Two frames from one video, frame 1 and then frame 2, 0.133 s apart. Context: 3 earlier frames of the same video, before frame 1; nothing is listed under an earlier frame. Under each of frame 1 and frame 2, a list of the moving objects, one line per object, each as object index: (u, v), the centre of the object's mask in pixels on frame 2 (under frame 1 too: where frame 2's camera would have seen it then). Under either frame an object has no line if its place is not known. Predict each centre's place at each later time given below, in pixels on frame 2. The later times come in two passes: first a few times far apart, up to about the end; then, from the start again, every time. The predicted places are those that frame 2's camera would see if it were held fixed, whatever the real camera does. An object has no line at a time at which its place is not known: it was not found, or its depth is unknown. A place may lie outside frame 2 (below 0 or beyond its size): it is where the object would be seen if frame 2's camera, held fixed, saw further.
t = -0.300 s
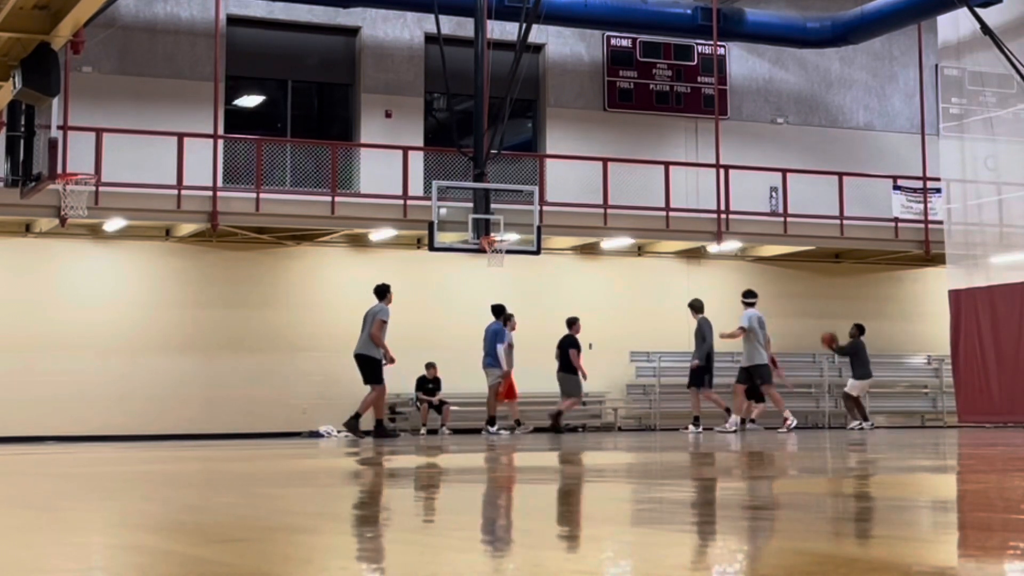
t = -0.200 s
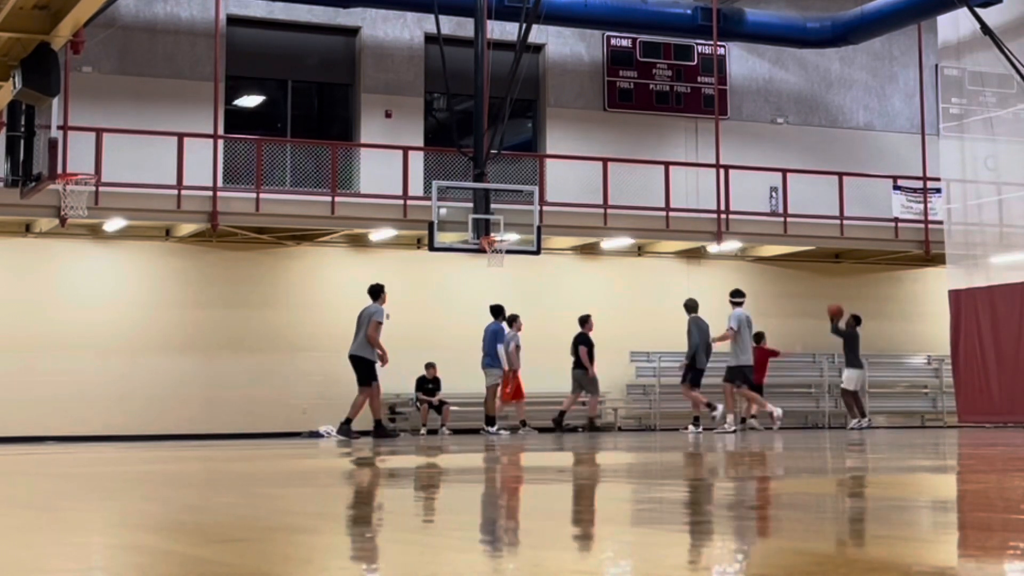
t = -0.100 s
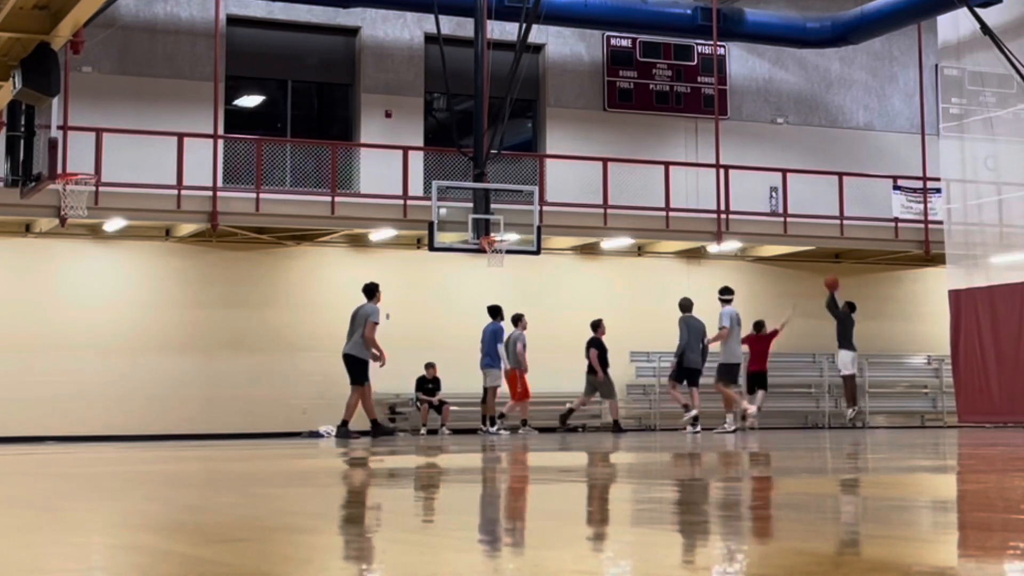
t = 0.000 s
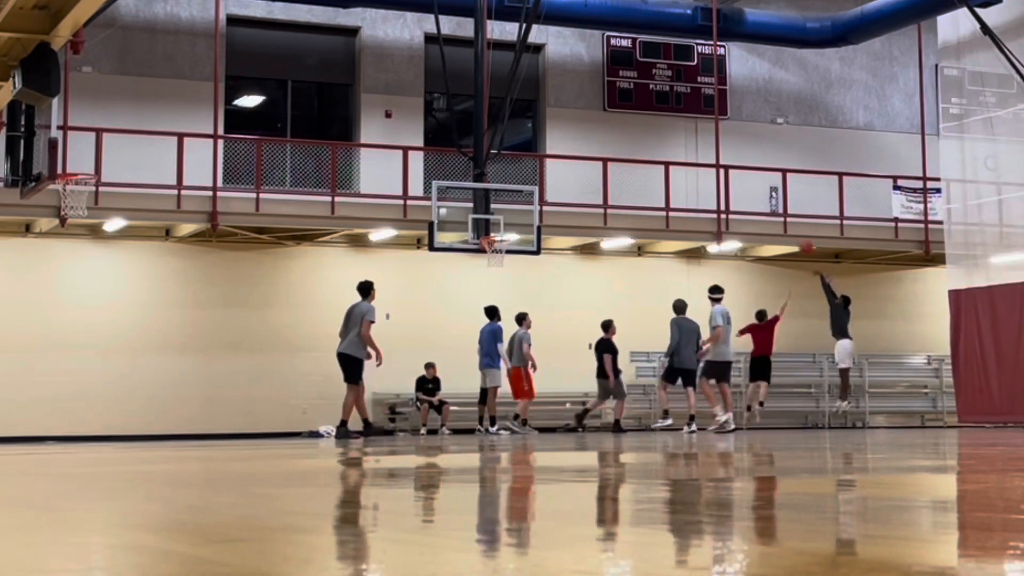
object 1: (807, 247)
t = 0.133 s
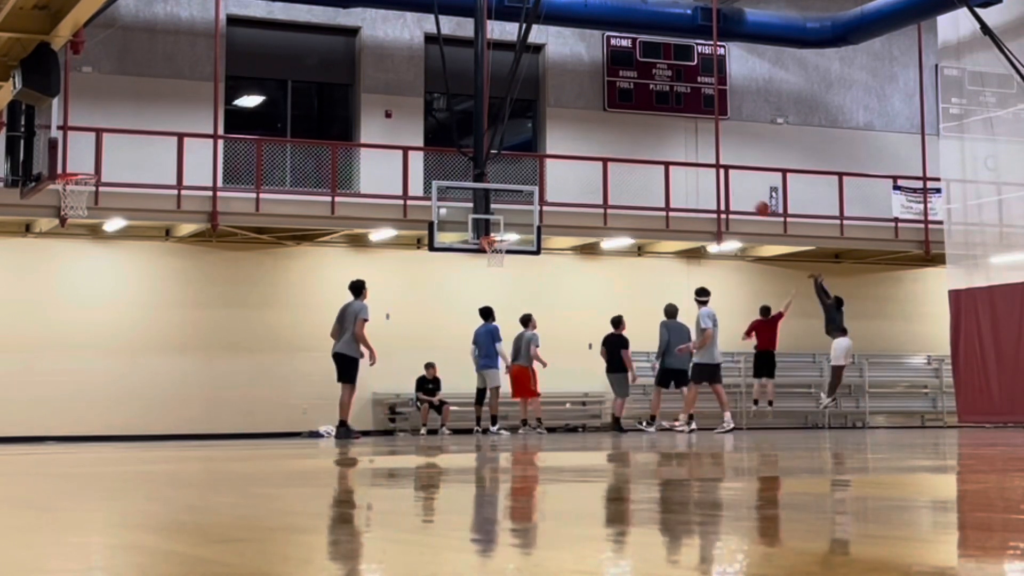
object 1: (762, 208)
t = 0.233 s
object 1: (731, 187)
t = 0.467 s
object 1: (657, 160)
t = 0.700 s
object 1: (586, 164)
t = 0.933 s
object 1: (518, 200)
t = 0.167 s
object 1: (752, 201)
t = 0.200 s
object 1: (741, 194)
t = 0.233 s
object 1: (731, 187)
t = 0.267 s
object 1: (719, 181)
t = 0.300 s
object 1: (708, 176)
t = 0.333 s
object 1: (698, 171)
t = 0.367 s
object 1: (688, 168)
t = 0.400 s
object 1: (678, 164)
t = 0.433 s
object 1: (668, 161)
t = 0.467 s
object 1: (657, 160)
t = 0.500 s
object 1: (648, 158)
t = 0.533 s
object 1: (637, 157)
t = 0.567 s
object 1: (627, 158)
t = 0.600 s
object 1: (616, 158)
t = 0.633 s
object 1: (607, 160)
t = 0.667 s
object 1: (597, 162)
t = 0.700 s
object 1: (586, 164)
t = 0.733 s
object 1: (576, 167)
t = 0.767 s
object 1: (566, 171)
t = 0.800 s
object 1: (557, 176)
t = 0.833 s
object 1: (549, 181)
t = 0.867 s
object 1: (537, 186)
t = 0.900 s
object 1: (528, 194)
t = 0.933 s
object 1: (518, 200)
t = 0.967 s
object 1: (510, 208)
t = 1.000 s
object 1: (506, 214)
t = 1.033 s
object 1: (502, 221)
